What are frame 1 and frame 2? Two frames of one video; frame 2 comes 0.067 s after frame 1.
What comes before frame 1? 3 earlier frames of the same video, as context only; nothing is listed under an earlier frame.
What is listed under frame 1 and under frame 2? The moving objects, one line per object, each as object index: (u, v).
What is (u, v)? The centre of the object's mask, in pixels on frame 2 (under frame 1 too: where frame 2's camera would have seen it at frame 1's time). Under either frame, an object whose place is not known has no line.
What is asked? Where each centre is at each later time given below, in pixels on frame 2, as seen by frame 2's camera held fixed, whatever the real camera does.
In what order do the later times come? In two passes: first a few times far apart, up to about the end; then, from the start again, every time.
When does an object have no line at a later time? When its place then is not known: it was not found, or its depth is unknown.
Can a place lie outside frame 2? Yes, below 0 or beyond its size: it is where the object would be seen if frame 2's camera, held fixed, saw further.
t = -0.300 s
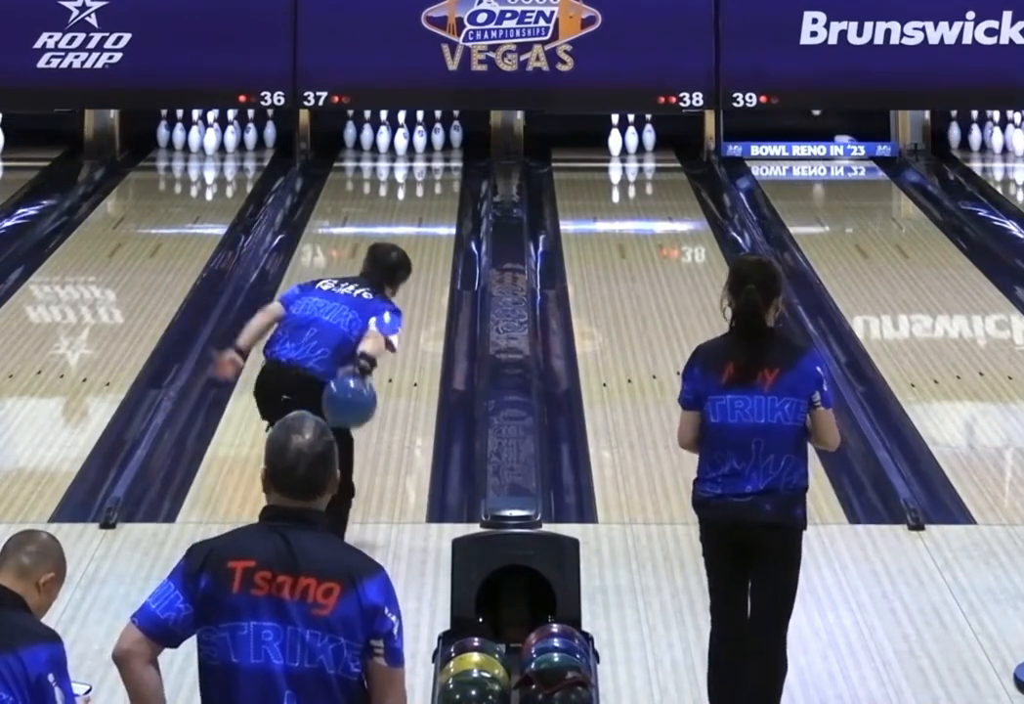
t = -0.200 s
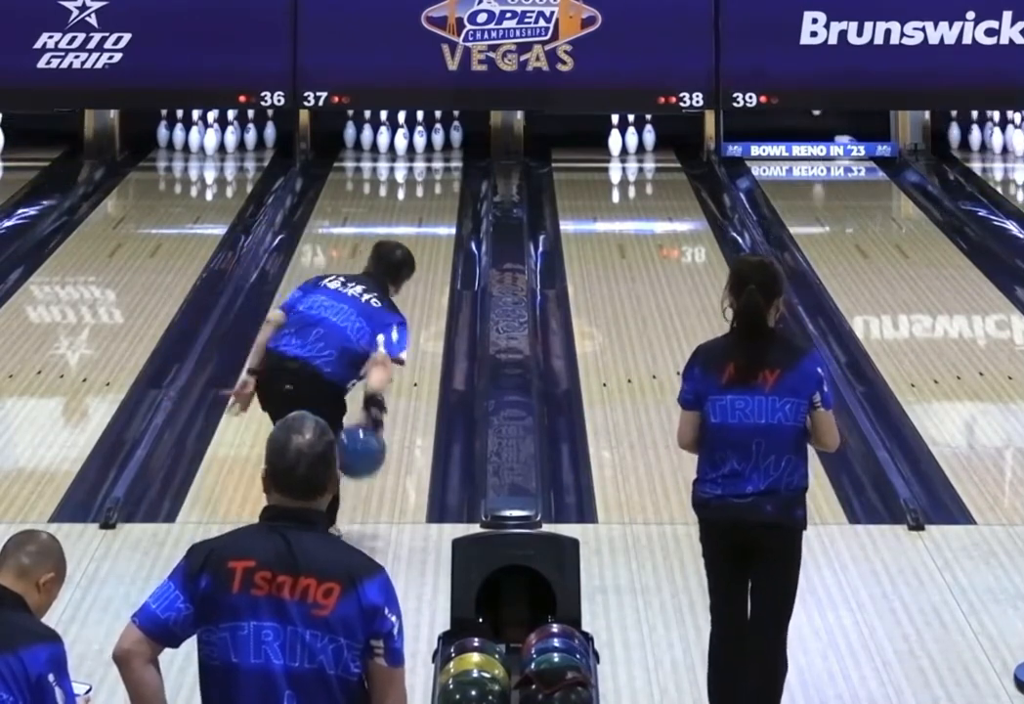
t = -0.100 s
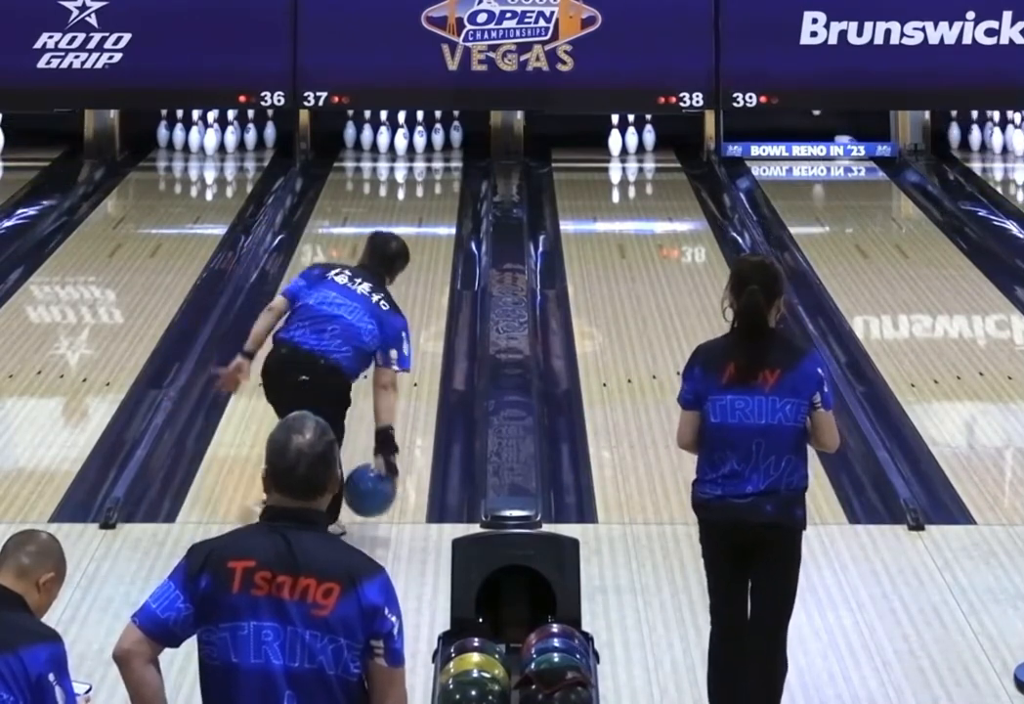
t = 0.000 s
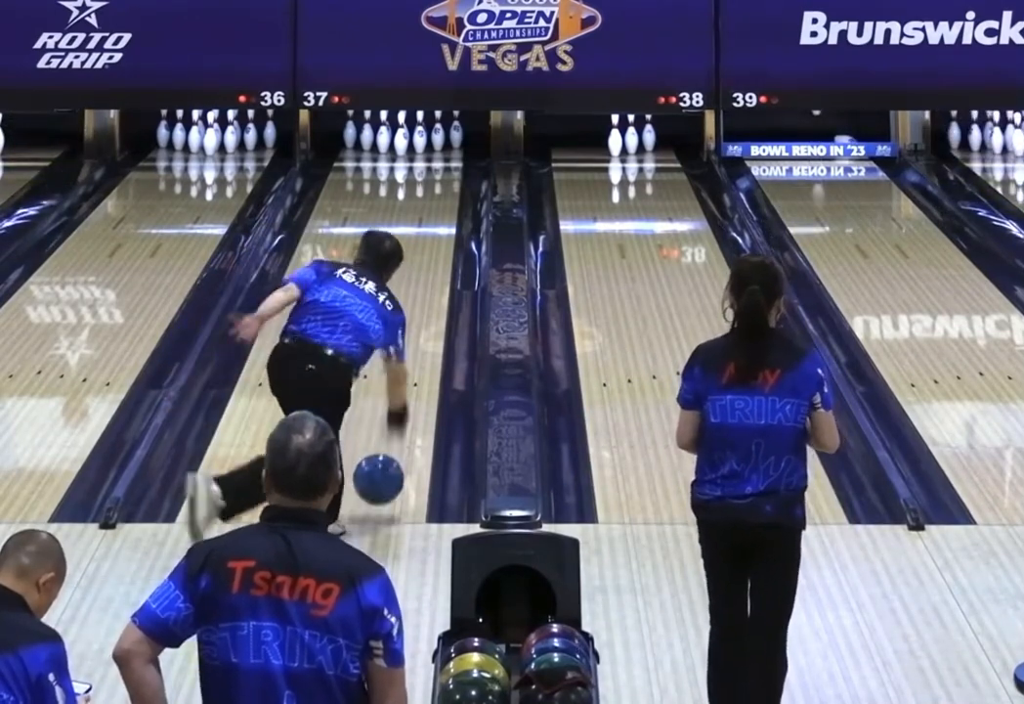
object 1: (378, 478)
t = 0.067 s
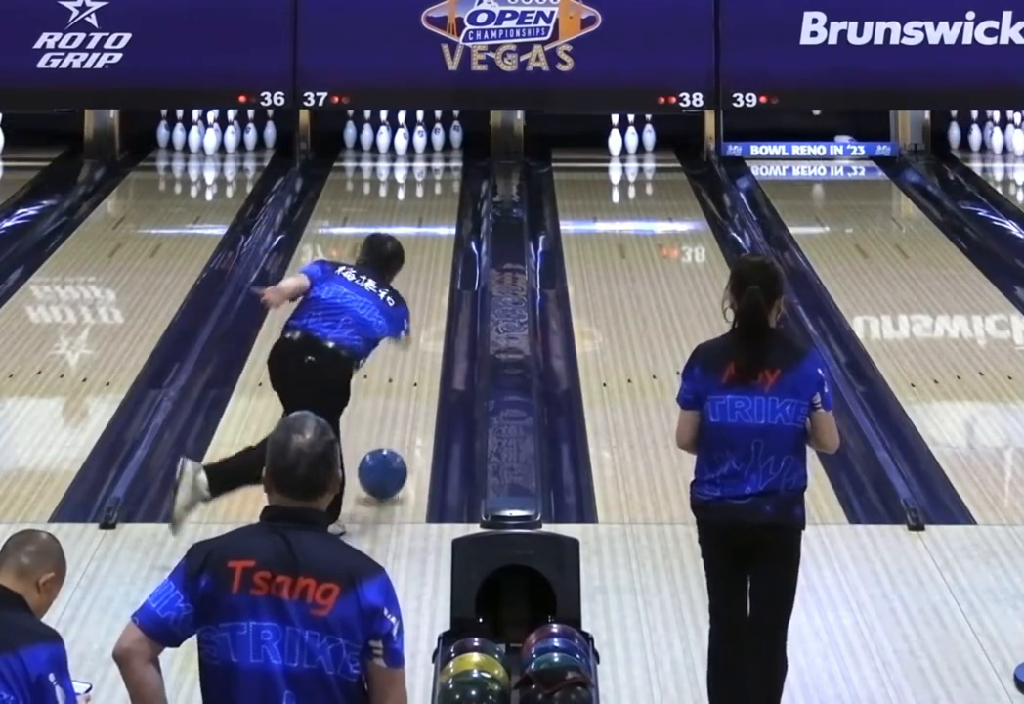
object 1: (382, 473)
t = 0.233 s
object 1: (391, 433)
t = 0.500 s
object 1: (403, 376)
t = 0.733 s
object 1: (411, 334)
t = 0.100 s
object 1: (384, 465)
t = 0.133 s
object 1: (386, 457)
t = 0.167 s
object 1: (388, 449)
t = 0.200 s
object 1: (389, 441)
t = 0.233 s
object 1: (391, 433)
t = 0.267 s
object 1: (393, 426)
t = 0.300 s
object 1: (395, 418)
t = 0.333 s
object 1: (396, 411)
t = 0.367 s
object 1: (398, 404)
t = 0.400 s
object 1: (399, 397)
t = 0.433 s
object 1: (401, 390)
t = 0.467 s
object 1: (402, 383)
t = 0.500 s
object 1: (403, 376)
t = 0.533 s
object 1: (404, 370)
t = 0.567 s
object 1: (406, 363)
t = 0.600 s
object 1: (407, 358)
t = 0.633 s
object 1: (408, 351)
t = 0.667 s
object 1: (409, 346)
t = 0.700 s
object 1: (410, 340)
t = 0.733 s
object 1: (411, 334)
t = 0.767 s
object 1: (412, 329)
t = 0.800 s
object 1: (413, 323)
